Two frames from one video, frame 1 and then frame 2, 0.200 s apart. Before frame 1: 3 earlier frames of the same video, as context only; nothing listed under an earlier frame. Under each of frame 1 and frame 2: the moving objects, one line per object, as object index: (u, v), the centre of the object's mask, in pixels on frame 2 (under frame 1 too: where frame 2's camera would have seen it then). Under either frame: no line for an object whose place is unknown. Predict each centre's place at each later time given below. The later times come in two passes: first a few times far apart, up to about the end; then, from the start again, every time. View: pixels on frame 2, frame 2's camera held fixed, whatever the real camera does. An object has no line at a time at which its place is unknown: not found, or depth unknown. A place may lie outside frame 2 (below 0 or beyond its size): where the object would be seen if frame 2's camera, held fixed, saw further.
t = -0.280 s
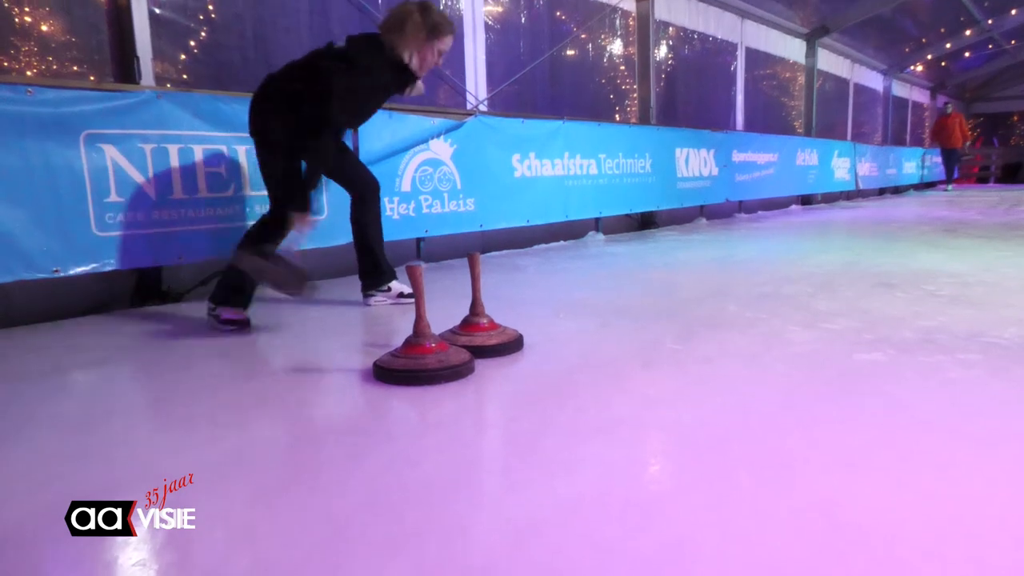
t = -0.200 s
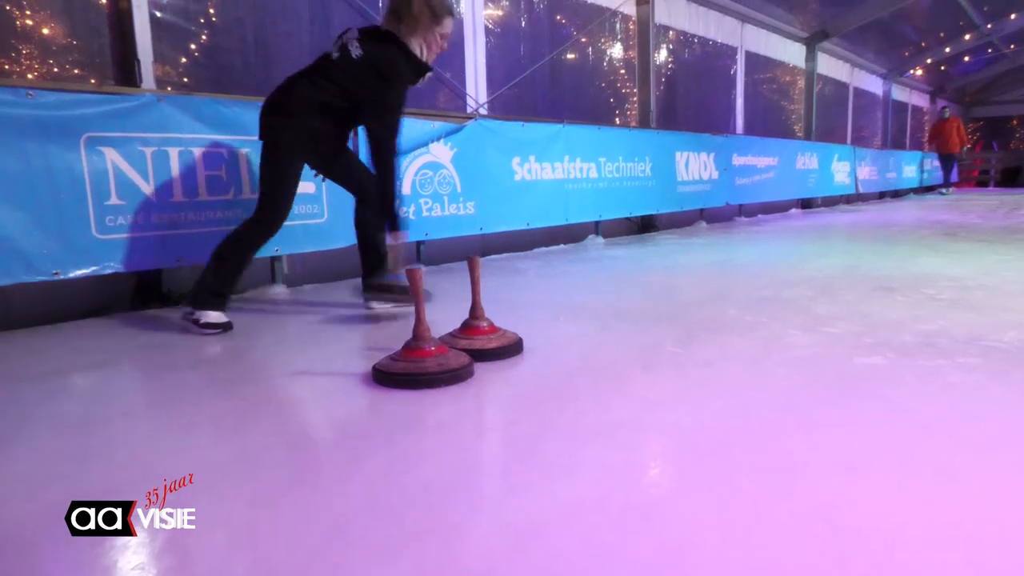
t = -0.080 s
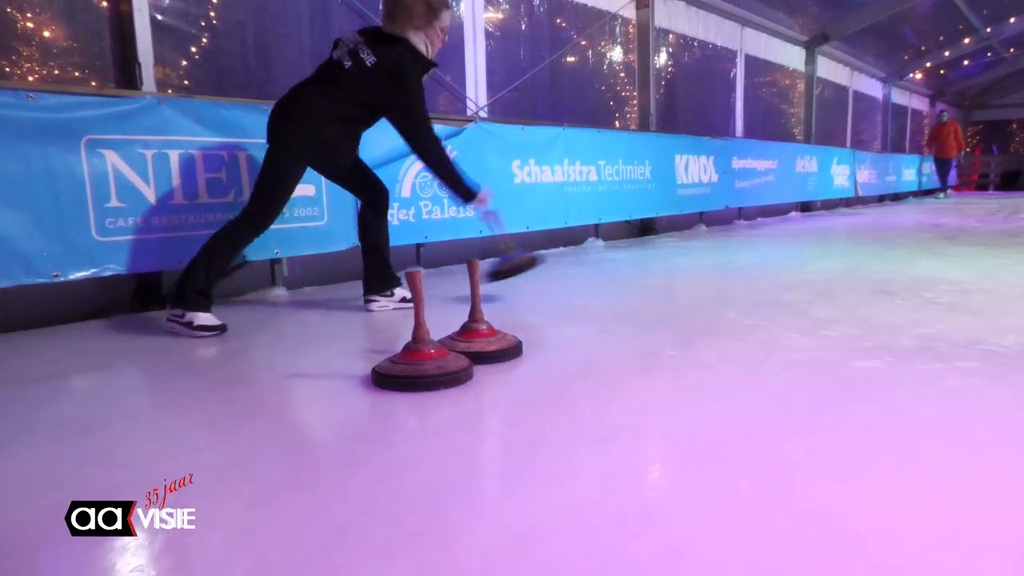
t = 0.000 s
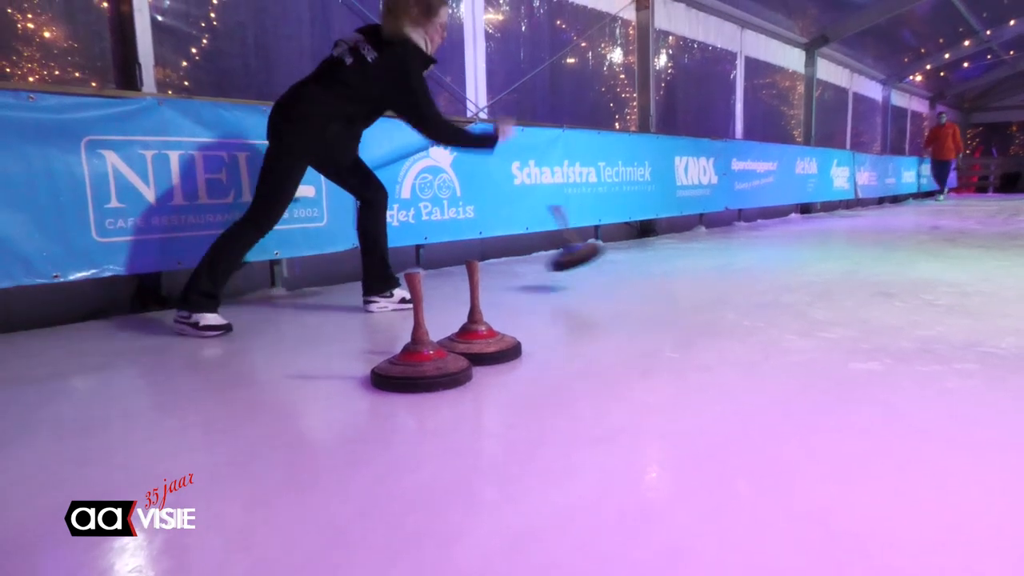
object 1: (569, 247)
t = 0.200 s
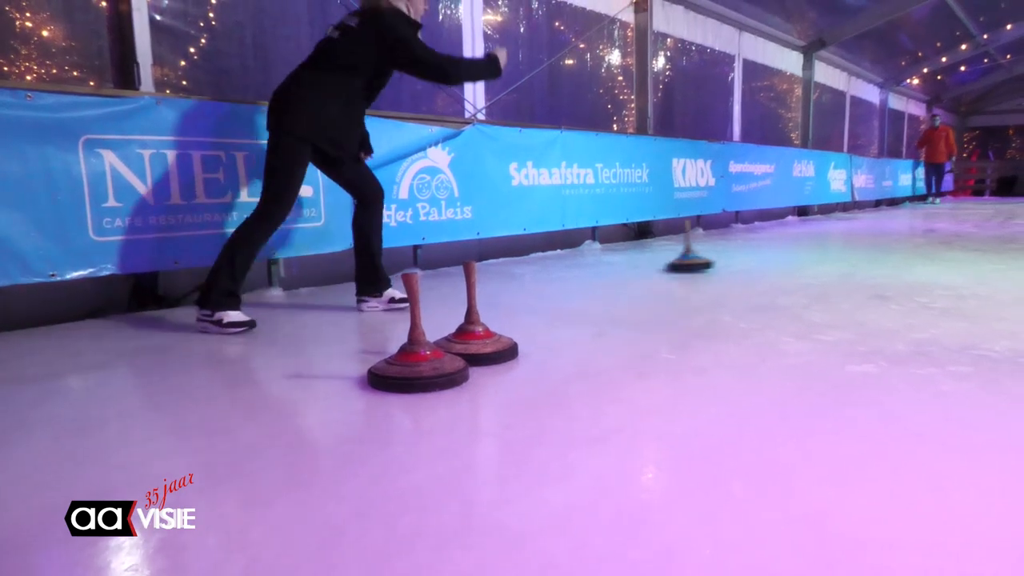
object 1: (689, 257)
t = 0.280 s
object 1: (730, 251)
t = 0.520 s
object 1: (807, 240)
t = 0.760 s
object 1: (865, 232)
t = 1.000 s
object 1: (903, 225)
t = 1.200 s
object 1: (926, 220)
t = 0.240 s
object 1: (706, 254)
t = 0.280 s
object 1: (730, 251)
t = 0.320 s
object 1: (745, 249)
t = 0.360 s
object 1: (759, 247)
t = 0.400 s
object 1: (772, 245)
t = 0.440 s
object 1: (784, 244)
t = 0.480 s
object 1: (796, 242)
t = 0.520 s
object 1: (807, 240)
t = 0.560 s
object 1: (817, 238)
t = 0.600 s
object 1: (827, 238)
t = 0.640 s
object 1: (836, 236)
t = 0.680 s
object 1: (845, 235)
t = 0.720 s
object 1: (853, 233)
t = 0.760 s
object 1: (865, 232)
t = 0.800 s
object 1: (872, 229)
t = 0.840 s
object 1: (878, 228)
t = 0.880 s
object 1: (885, 227)
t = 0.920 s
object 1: (891, 226)
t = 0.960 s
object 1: (897, 226)
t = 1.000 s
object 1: (903, 225)
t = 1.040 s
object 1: (908, 224)
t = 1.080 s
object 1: (913, 224)
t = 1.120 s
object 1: (918, 223)
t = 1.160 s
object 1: (922, 221)
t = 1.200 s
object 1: (926, 220)
